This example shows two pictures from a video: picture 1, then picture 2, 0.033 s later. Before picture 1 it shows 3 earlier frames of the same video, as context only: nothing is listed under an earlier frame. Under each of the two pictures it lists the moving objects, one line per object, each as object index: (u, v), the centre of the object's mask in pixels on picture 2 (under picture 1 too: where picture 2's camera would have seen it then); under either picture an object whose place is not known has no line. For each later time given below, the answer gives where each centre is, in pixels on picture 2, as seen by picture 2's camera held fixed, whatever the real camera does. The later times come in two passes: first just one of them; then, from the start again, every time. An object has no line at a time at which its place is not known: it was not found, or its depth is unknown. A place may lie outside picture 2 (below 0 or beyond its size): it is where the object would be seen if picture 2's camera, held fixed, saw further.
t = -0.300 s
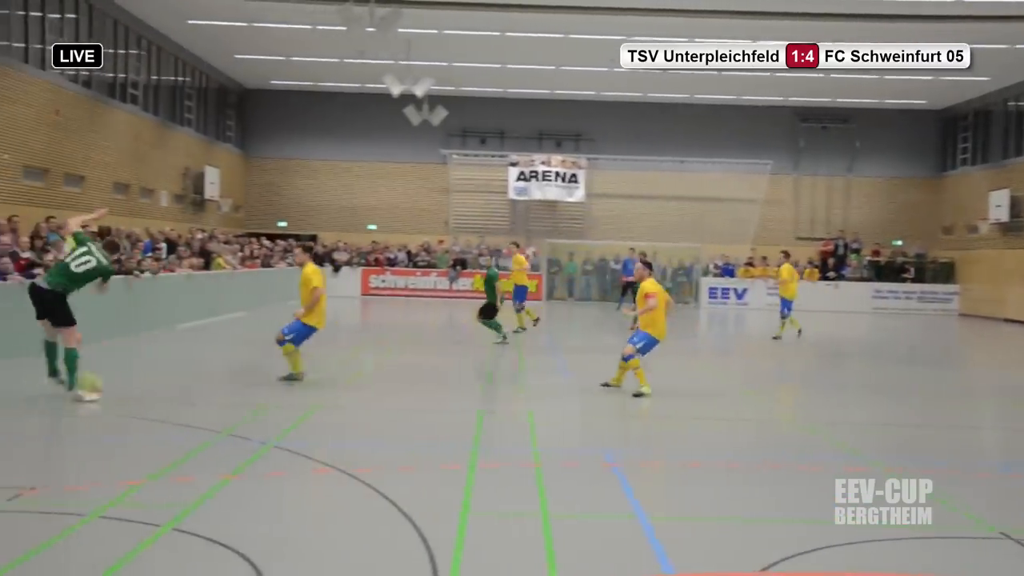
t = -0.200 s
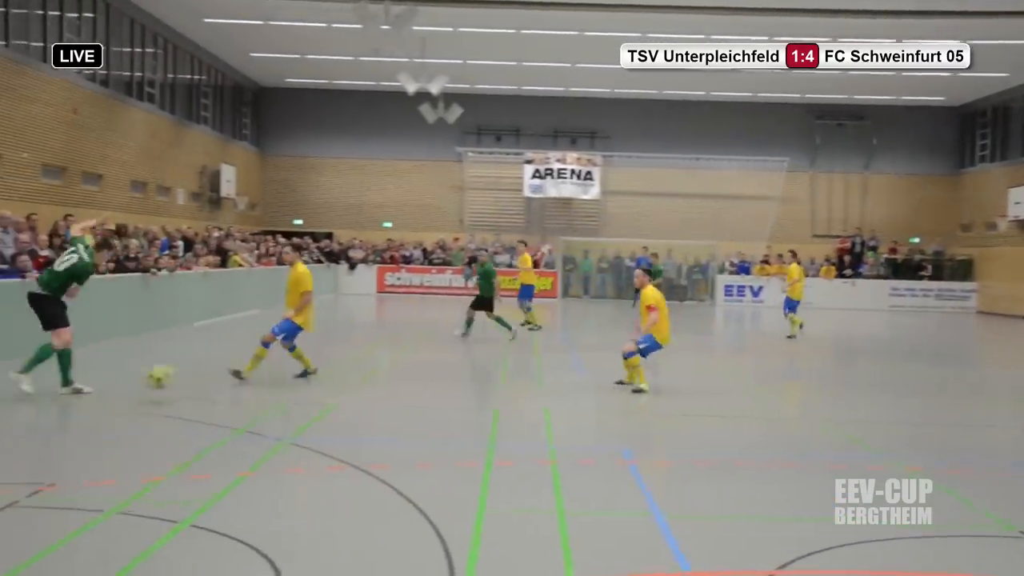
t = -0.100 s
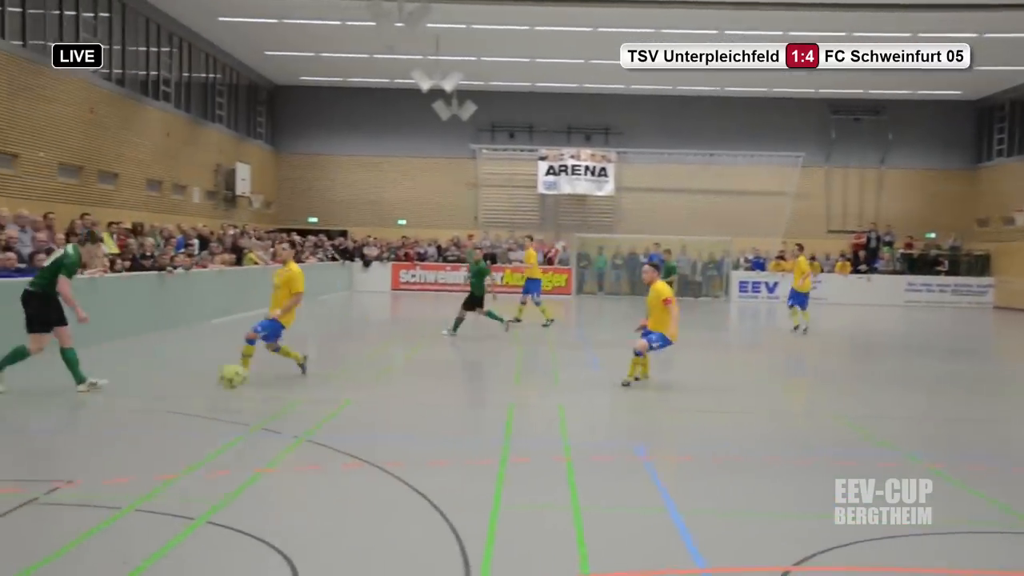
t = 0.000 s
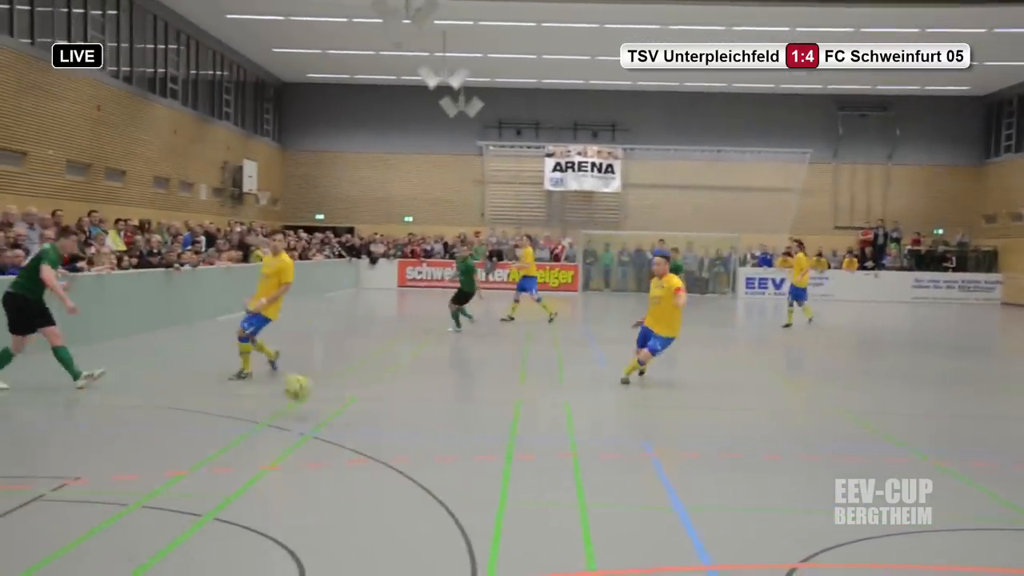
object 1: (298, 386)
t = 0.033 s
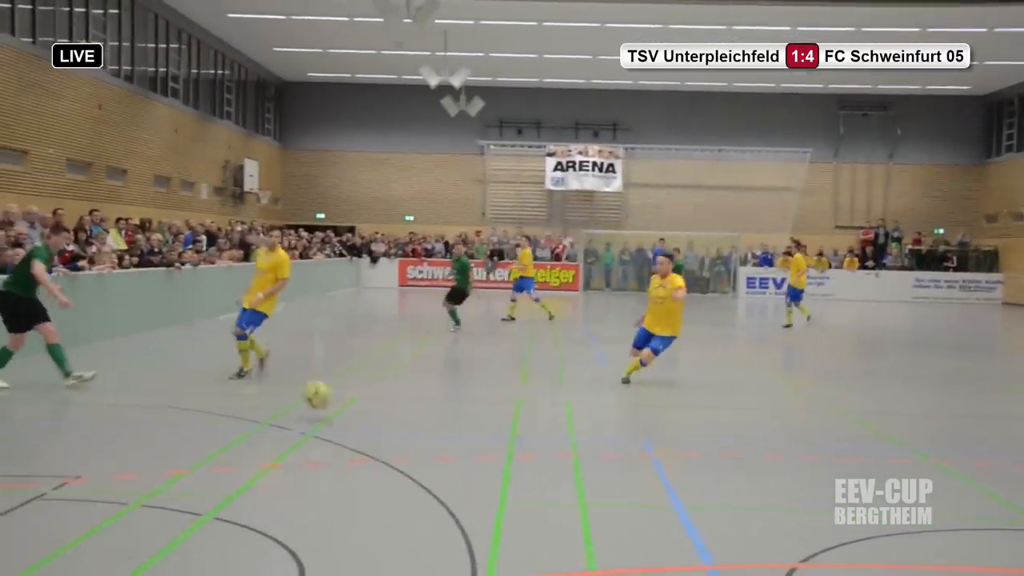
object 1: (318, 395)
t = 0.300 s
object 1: (466, 415)
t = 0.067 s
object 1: (337, 403)
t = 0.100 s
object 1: (357, 413)
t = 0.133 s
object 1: (374, 409)
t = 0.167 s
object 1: (392, 407)
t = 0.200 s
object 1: (410, 407)
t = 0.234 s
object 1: (428, 409)
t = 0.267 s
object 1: (446, 411)
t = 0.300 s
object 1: (466, 415)
